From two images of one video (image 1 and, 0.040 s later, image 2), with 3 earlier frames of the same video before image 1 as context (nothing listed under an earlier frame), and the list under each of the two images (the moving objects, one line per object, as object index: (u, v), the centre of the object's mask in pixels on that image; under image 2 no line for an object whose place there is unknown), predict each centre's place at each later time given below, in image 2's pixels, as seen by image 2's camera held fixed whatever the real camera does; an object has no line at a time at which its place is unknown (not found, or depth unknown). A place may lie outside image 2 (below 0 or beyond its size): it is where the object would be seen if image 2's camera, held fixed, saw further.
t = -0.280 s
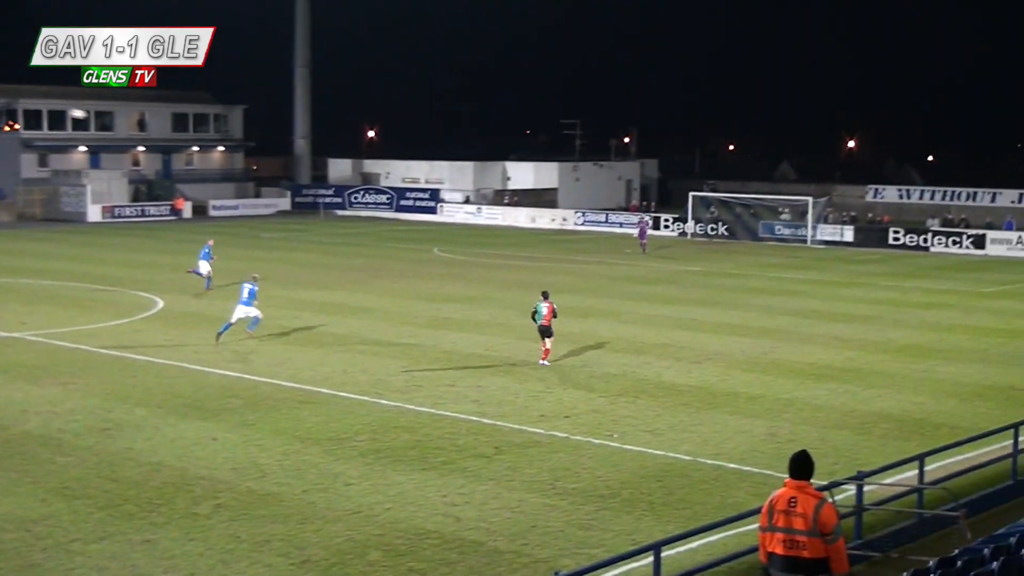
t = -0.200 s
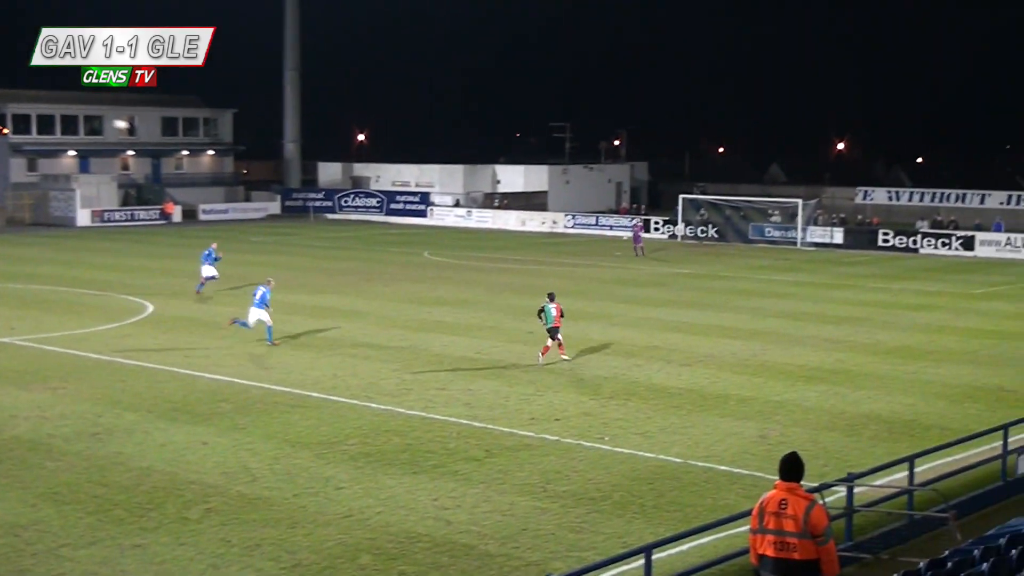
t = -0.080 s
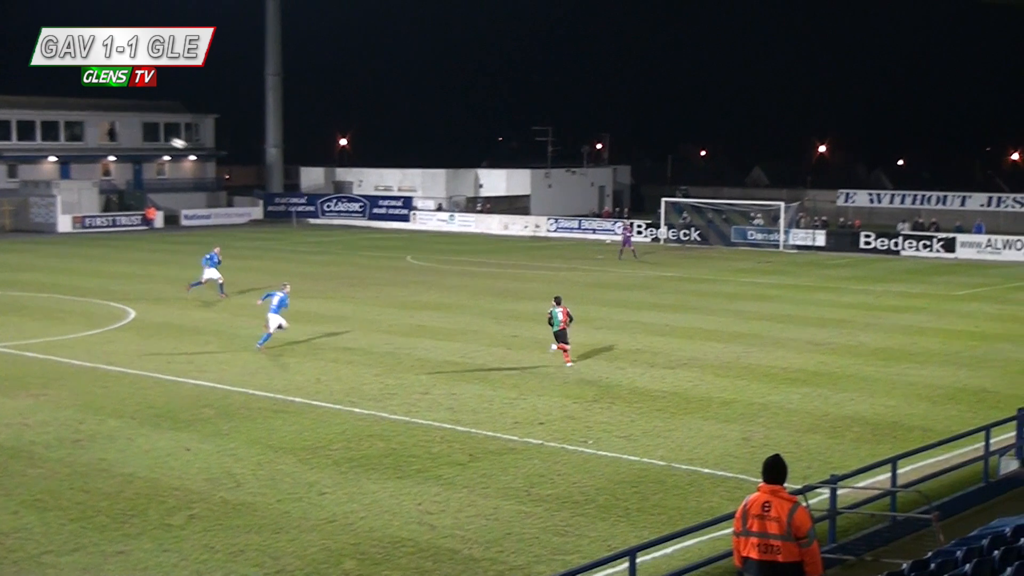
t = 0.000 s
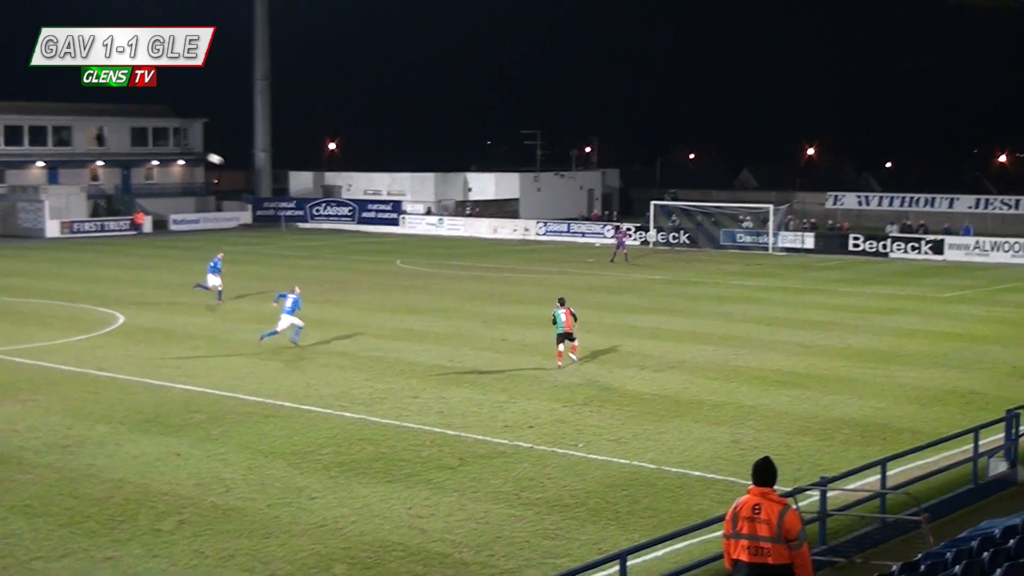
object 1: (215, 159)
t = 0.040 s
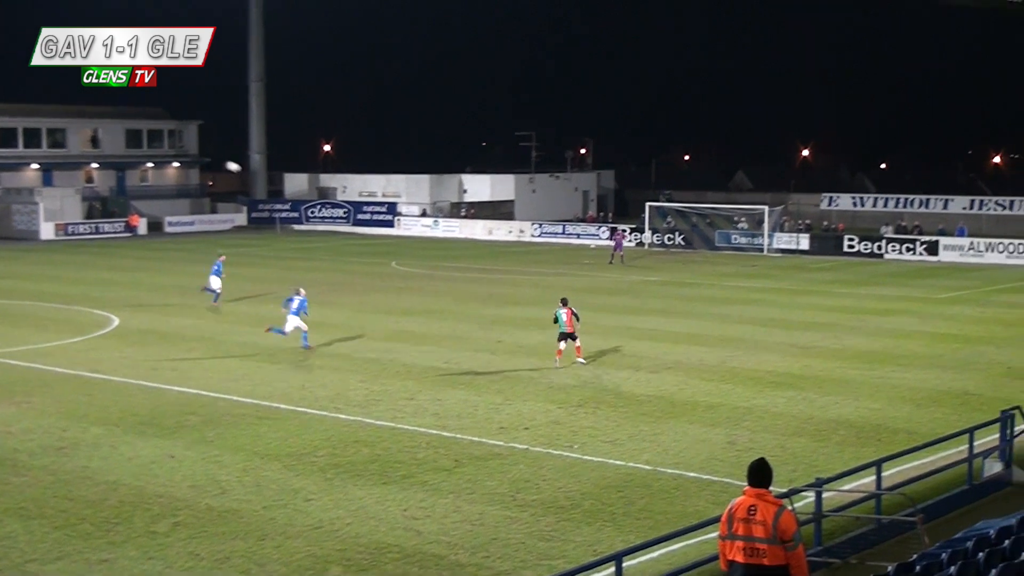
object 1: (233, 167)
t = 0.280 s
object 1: (355, 206)
